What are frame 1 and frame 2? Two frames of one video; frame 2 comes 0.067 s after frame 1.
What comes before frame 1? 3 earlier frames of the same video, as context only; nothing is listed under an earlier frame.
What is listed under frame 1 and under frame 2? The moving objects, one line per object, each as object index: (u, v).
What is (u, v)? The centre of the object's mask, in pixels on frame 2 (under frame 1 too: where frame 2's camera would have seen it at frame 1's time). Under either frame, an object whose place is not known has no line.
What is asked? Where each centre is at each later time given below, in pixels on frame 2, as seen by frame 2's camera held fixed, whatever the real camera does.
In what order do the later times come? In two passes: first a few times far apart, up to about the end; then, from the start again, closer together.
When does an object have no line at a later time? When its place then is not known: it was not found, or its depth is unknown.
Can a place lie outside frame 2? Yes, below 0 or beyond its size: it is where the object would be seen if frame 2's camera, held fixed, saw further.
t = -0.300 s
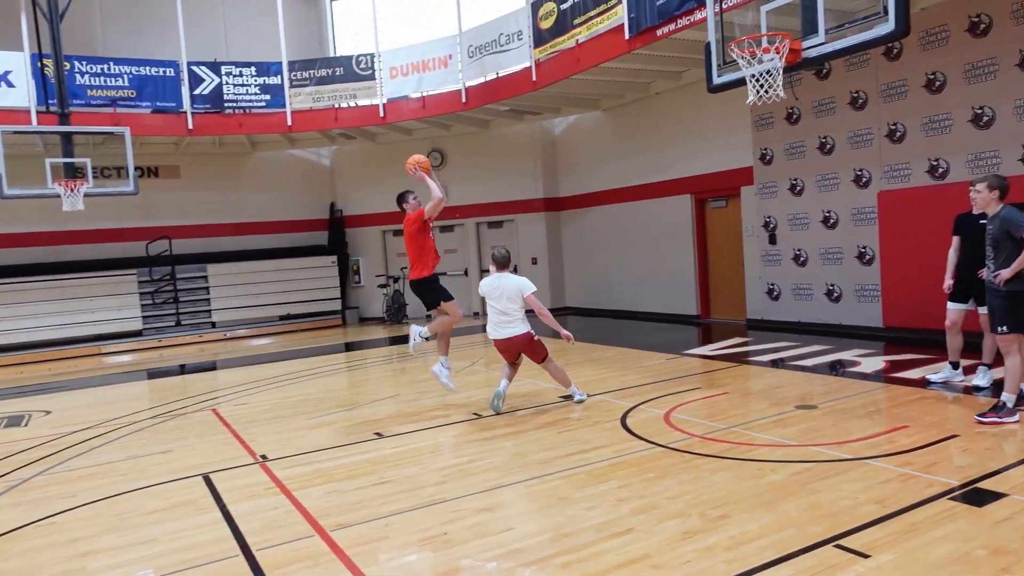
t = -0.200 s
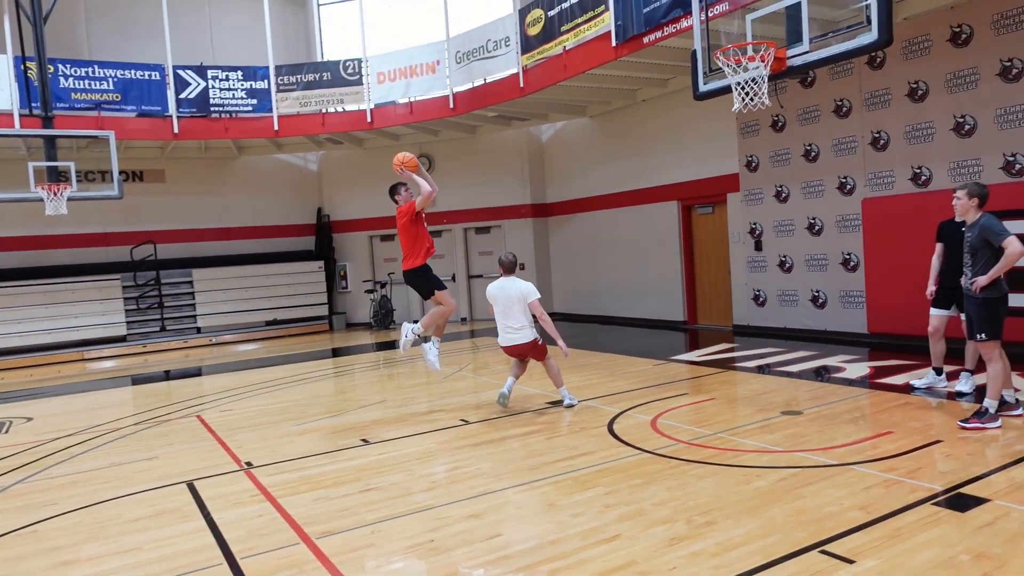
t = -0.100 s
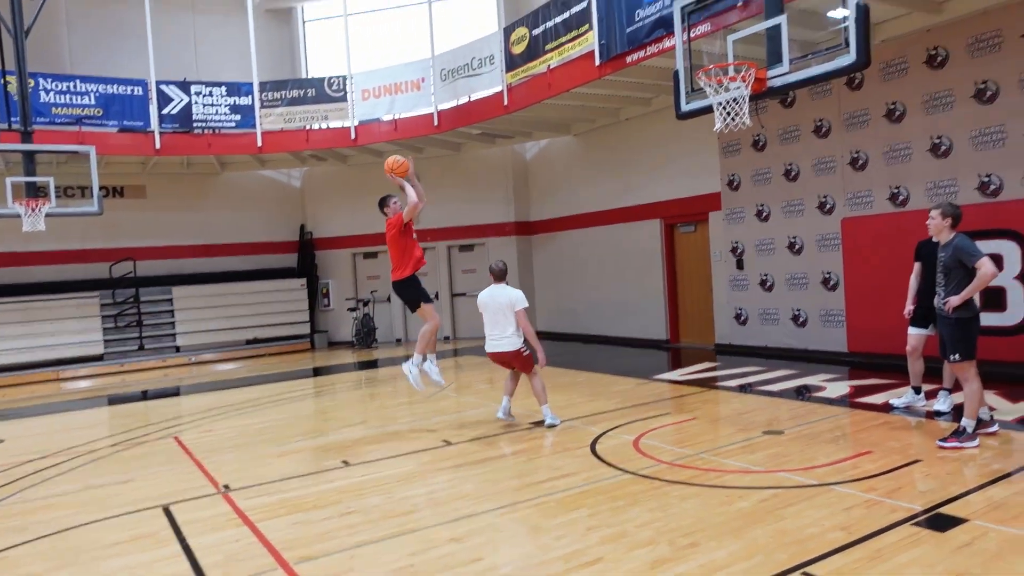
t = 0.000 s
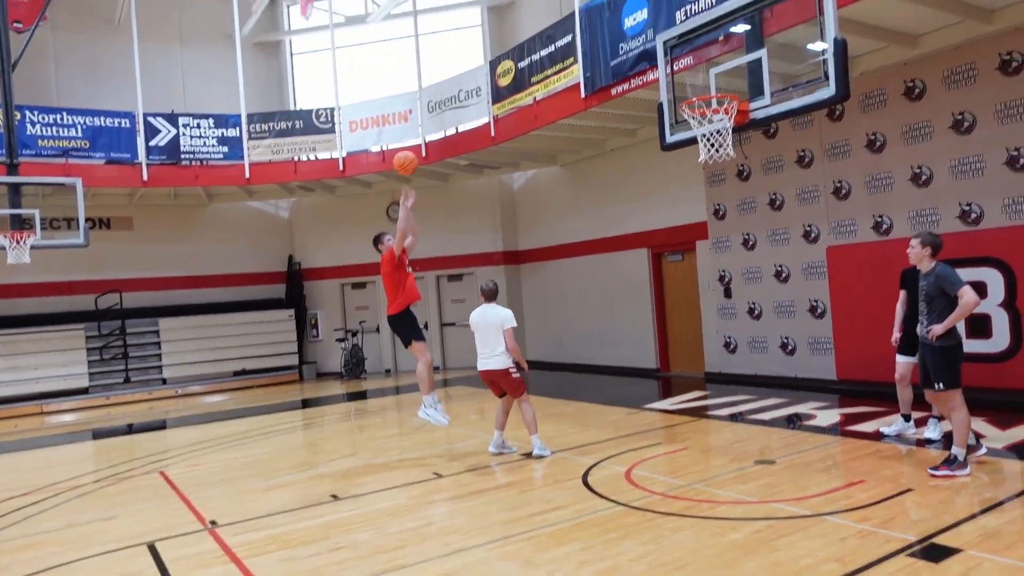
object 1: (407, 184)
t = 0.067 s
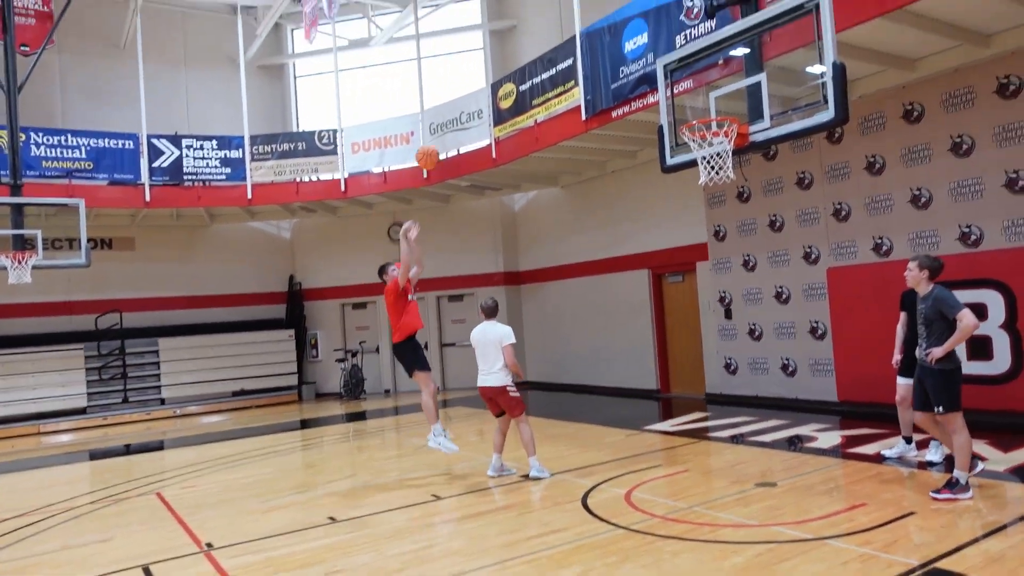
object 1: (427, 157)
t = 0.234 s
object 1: (482, 106)
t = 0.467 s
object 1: (568, 77)
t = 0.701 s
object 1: (668, 102)
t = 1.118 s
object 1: (729, 232)
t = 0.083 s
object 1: (433, 151)
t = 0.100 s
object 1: (438, 145)
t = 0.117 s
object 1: (443, 140)
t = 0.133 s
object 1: (449, 134)
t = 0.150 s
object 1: (454, 129)
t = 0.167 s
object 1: (460, 124)
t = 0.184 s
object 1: (465, 119)
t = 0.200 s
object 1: (471, 115)
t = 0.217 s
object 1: (477, 110)
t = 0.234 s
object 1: (482, 106)
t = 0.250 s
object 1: (488, 102)
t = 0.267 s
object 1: (494, 98)
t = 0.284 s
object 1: (501, 95)
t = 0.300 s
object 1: (506, 93)
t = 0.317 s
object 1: (512, 89)
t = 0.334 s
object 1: (518, 86)
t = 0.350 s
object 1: (524, 84)
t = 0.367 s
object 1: (530, 83)
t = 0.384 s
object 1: (536, 81)
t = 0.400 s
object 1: (542, 80)
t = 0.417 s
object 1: (549, 78)
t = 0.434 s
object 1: (555, 77)
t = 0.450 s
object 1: (562, 77)
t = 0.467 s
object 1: (568, 77)
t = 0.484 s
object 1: (574, 76)
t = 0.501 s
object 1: (582, 76)
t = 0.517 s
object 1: (588, 76)
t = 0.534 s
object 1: (595, 78)
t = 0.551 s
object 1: (602, 79)
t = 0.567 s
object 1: (608, 81)
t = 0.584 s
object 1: (616, 82)
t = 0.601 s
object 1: (623, 85)
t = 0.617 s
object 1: (630, 87)
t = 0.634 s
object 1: (637, 89)
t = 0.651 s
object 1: (645, 93)
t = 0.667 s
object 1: (651, 94)
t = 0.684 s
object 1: (660, 100)
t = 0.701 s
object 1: (668, 102)
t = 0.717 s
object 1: (675, 108)
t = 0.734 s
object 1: (682, 111)
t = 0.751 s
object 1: (689, 114)
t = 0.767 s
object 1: (695, 114)
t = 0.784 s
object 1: (702, 114)
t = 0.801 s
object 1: (708, 116)
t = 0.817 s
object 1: (714, 117)
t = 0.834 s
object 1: (723, 133)
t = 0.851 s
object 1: (727, 136)
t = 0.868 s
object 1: (727, 140)
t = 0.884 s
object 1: (728, 144)
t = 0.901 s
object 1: (728, 149)
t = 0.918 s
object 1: (728, 155)
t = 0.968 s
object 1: (728, 170)
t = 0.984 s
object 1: (728, 177)
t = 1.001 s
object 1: (729, 181)
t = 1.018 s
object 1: (728, 187)
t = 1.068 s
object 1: (729, 208)
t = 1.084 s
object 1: (729, 216)
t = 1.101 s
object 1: (729, 223)
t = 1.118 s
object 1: (729, 232)
